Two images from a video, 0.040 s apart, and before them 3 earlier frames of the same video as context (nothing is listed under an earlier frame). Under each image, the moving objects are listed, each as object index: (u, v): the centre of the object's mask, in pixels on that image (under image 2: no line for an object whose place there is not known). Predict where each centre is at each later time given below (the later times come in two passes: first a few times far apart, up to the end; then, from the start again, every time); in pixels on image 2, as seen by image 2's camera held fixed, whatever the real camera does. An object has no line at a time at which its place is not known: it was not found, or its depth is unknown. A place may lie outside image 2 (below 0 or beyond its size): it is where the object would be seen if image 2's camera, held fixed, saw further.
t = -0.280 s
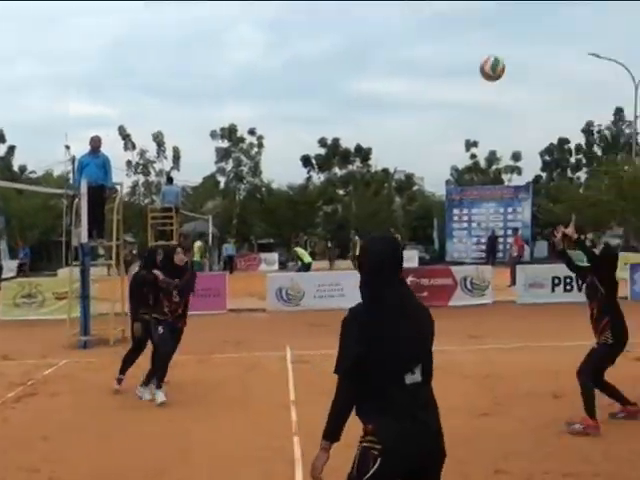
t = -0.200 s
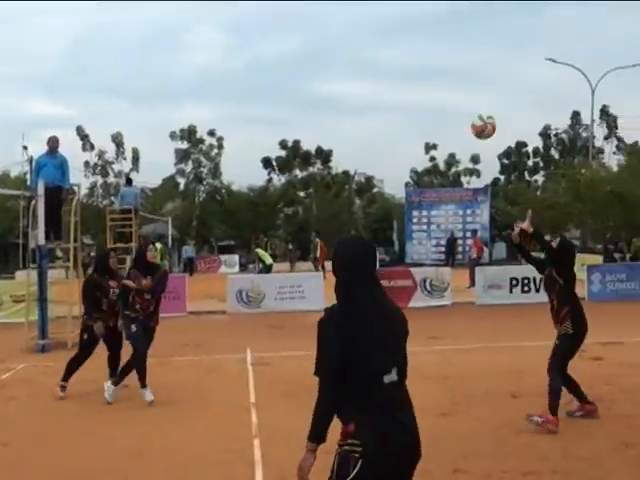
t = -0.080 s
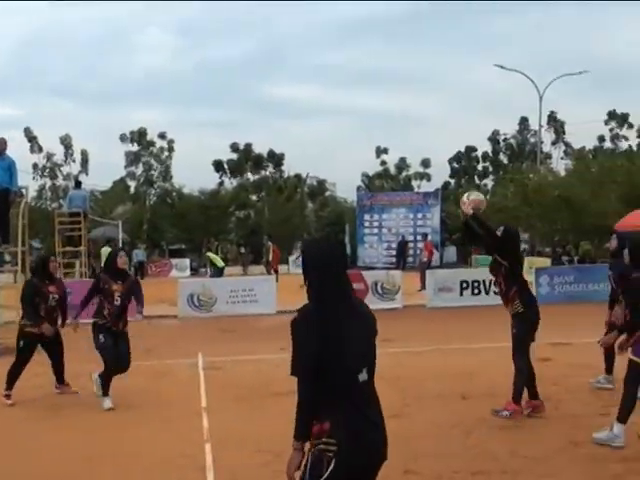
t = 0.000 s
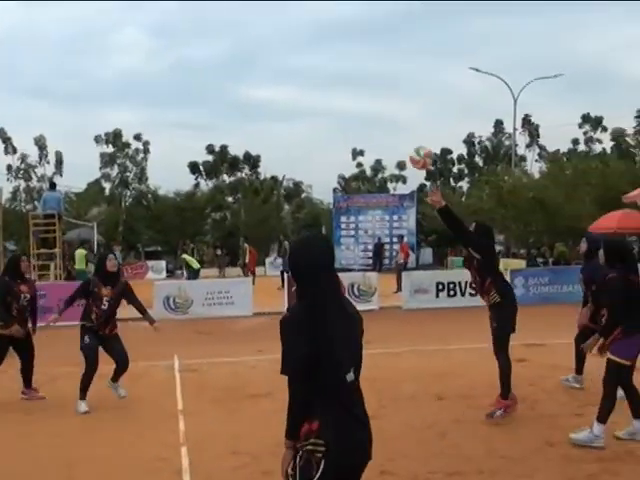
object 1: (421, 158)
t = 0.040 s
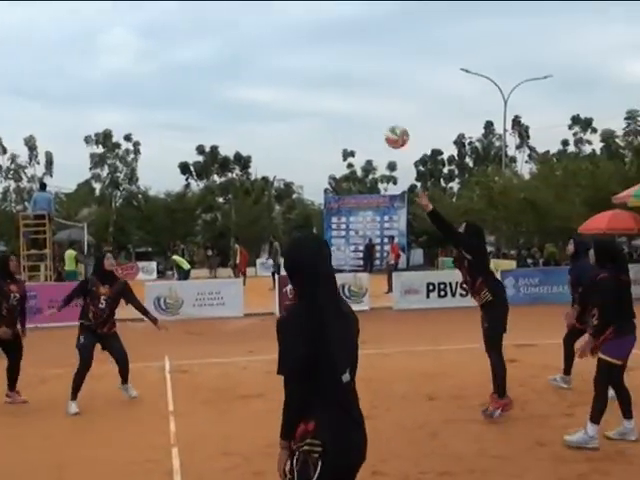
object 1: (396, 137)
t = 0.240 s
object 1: (322, 55)
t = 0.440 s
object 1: (253, 19)
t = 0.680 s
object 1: (178, 35)
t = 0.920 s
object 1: (111, 109)
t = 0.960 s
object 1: (101, 128)
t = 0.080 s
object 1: (381, 117)
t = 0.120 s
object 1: (366, 99)
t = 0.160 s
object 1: (351, 82)
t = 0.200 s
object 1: (337, 68)
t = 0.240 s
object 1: (322, 55)
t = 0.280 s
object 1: (308, 45)
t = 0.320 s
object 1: (294, 36)
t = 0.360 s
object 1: (280, 28)
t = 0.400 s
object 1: (267, 23)
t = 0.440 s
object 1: (253, 19)
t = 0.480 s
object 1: (240, 18)
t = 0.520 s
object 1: (227, 18)
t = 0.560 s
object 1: (214, 19)
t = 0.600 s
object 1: (202, 23)
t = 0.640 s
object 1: (190, 28)
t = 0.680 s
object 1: (178, 35)
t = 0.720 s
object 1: (167, 43)
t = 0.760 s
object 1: (155, 53)
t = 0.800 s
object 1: (144, 65)
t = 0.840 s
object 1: (133, 78)
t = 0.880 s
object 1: (122, 93)
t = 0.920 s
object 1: (111, 109)
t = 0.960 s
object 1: (101, 128)
